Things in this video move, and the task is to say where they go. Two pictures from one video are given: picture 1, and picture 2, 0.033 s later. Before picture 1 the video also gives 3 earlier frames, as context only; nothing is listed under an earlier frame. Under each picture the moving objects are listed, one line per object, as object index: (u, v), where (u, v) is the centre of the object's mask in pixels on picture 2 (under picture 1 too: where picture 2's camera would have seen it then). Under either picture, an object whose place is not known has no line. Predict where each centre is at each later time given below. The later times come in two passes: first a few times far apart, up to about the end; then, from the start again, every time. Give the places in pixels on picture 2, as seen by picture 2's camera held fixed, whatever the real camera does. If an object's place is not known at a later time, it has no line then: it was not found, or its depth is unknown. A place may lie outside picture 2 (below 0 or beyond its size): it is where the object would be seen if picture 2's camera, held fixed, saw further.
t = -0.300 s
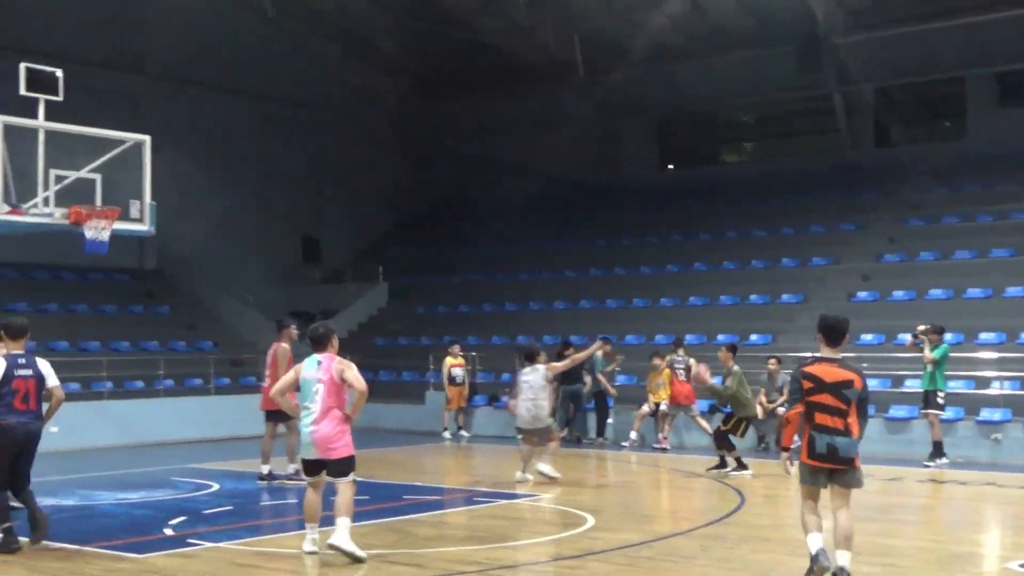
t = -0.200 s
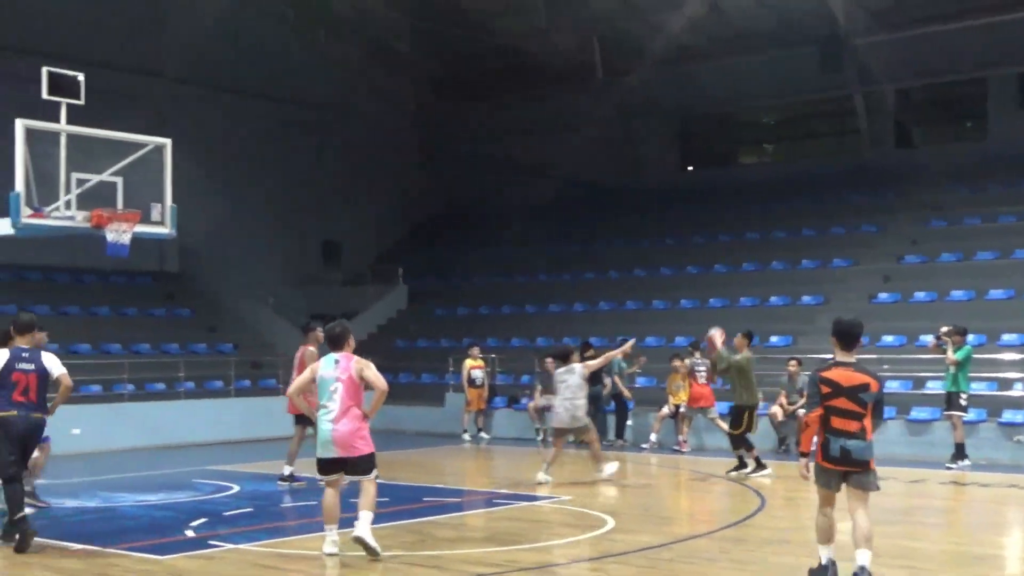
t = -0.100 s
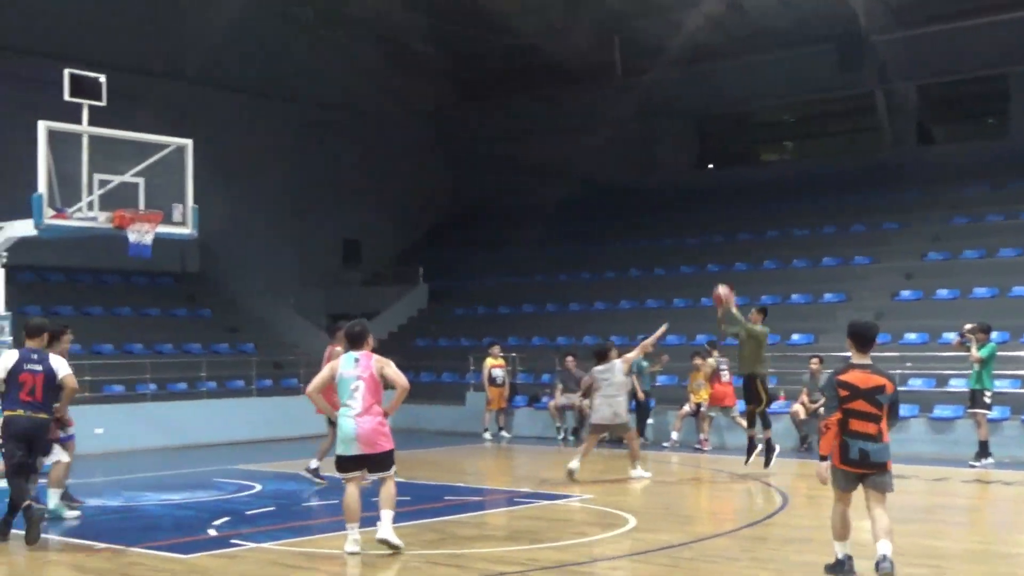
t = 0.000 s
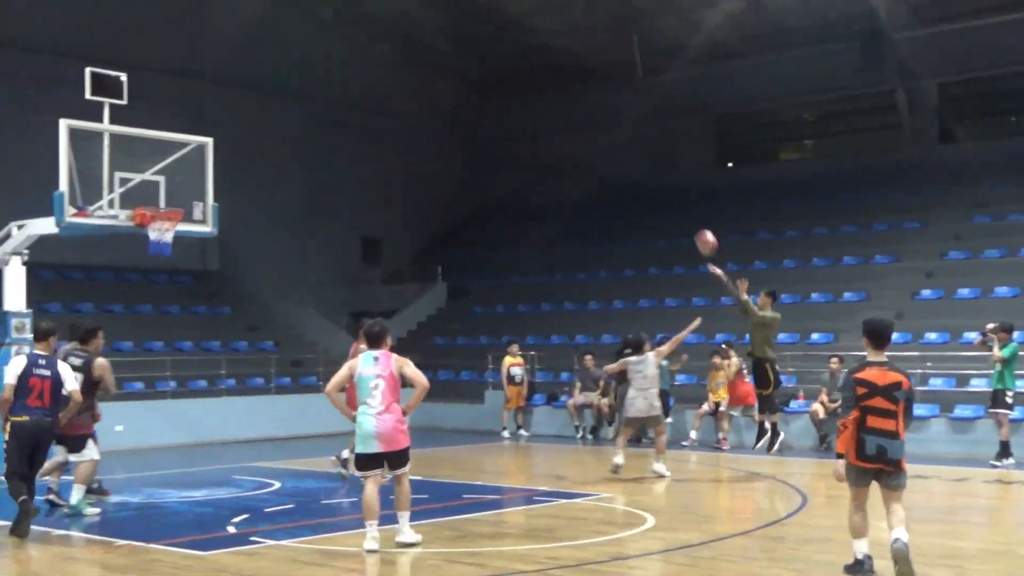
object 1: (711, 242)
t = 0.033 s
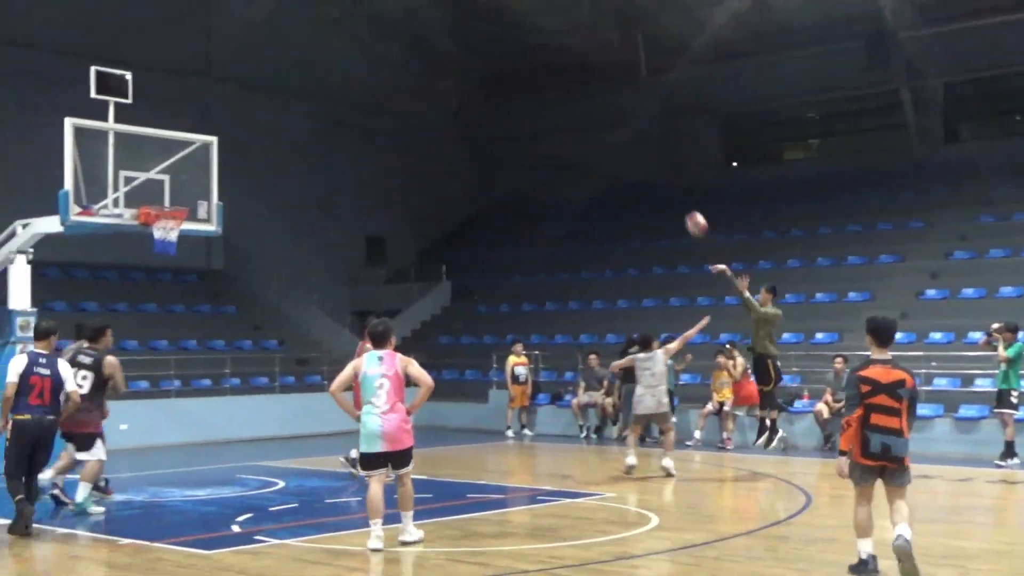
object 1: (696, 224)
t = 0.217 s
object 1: (616, 145)
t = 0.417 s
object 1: (530, 88)
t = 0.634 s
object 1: (434, 65)
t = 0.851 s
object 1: (337, 81)
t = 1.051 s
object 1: (247, 134)
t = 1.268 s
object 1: (147, 220)
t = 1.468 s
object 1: (126, 255)
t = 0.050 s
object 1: (689, 216)
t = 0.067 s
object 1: (681, 208)
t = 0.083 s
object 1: (674, 200)
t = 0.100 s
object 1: (666, 192)
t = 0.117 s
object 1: (659, 185)
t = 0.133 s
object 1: (652, 178)
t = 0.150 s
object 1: (645, 171)
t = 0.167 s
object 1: (638, 165)
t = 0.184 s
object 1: (630, 158)
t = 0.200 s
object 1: (623, 151)
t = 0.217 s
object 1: (616, 145)
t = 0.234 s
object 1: (609, 139)
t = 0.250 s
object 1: (602, 133)
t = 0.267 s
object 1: (595, 128)
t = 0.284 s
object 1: (587, 122)
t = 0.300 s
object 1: (580, 117)
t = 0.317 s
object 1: (573, 112)
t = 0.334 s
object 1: (566, 108)
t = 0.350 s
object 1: (559, 104)
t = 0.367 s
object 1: (551, 100)
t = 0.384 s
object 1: (544, 95)
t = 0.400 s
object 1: (537, 92)
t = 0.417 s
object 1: (530, 88)
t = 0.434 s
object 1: (523, 85)
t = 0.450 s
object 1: (515, 82)
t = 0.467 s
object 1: (507, 79)
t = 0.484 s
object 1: (501, 77)
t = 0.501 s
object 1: (493, 75)
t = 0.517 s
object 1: (485, 73)
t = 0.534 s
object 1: (478, 71)
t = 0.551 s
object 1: (471, 69)
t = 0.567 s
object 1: (464, 68)
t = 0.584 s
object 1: (456, 67)
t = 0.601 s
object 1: (449, 66)
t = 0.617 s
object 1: (442, 65)
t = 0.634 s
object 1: (434, 65)
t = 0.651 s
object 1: (426, 65)
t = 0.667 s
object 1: (419, 65)
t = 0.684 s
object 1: (412, 65)
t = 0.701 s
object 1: (404, 66)
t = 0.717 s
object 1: (397, 66)
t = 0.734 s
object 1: (390, 67)
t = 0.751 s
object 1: (383, 68)
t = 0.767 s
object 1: (375, 70)
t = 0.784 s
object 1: (367, 72)
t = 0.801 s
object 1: (360, 74)
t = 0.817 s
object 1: (353, 77)
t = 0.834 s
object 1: (345, 79)
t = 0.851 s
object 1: (337, 81)
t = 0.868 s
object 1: (330, 84)
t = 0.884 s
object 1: (322, 87)
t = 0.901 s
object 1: (315, 90)
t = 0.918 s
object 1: (308, 94)
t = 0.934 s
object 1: (300, 98)
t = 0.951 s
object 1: (293, 103)
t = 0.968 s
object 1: (285, 107)
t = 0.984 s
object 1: (278, 111)
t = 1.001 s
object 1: (270, 117)
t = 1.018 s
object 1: (262, 122)
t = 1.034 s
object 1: (255, 128)
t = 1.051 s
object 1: (247, 134)
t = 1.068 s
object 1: (239, 140)
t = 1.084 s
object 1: (232, 145)
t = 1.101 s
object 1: (225, 152)
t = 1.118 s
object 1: (217, 158)
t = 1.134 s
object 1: (207, 166)
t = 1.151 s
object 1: (200, 171)
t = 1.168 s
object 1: (193, 179)
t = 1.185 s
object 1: (186, 186)
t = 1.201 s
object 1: (178, 195)
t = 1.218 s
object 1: (169, 204)
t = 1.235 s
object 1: (162, 212)
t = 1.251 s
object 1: (156, 217)
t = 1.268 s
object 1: (147, 220)
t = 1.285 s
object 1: (144, 225)
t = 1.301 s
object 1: (144, 228)
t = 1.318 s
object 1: (144, 229)
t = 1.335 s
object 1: (141, 230)
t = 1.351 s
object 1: (139, 232)
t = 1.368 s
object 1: (137, 235)
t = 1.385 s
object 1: (134, 238)
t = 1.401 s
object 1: (133, 241)
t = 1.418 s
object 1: (131, 244)
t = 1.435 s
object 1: (129, 247)
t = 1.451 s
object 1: (128, 251)
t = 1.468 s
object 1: (126, 255)
